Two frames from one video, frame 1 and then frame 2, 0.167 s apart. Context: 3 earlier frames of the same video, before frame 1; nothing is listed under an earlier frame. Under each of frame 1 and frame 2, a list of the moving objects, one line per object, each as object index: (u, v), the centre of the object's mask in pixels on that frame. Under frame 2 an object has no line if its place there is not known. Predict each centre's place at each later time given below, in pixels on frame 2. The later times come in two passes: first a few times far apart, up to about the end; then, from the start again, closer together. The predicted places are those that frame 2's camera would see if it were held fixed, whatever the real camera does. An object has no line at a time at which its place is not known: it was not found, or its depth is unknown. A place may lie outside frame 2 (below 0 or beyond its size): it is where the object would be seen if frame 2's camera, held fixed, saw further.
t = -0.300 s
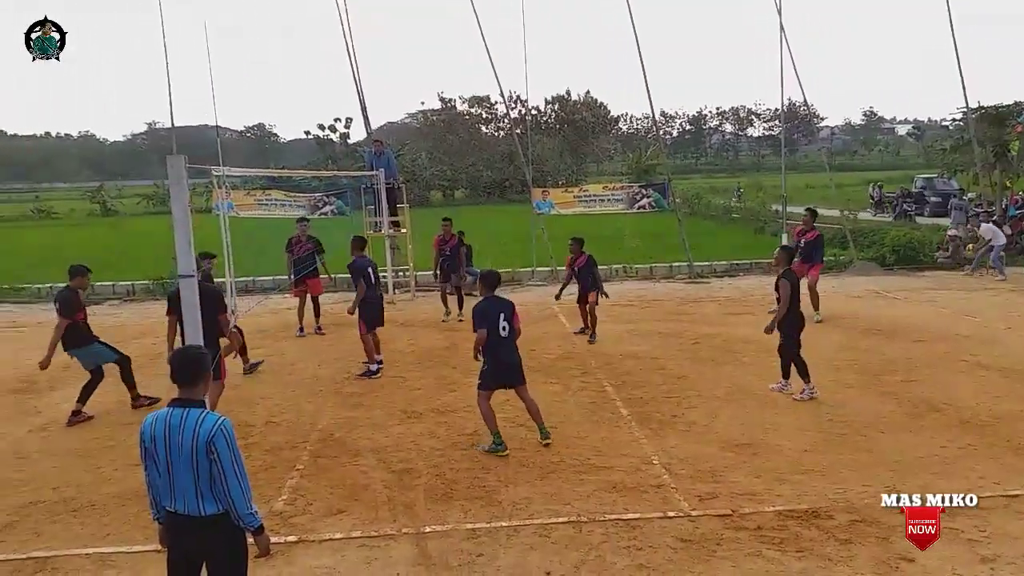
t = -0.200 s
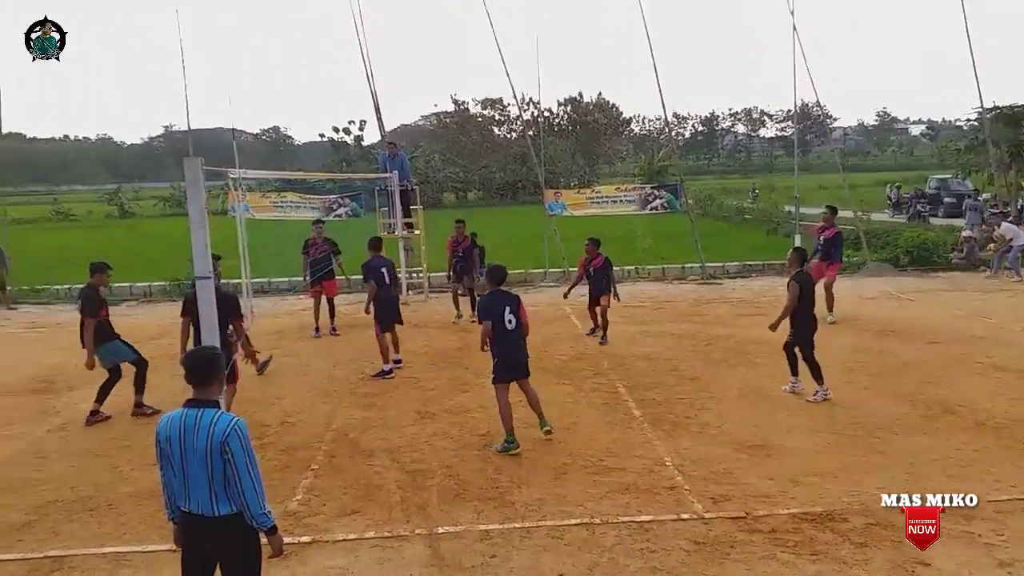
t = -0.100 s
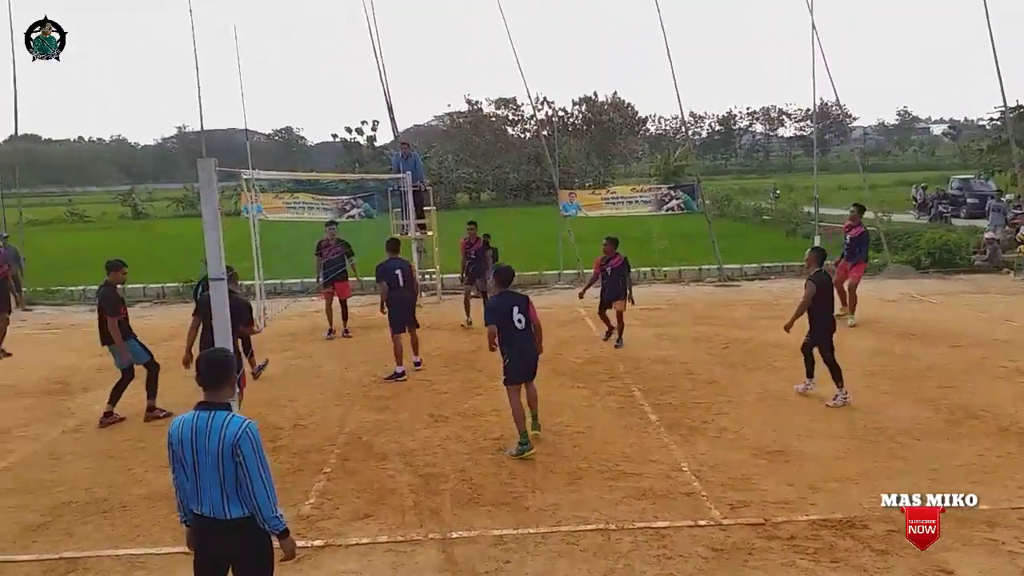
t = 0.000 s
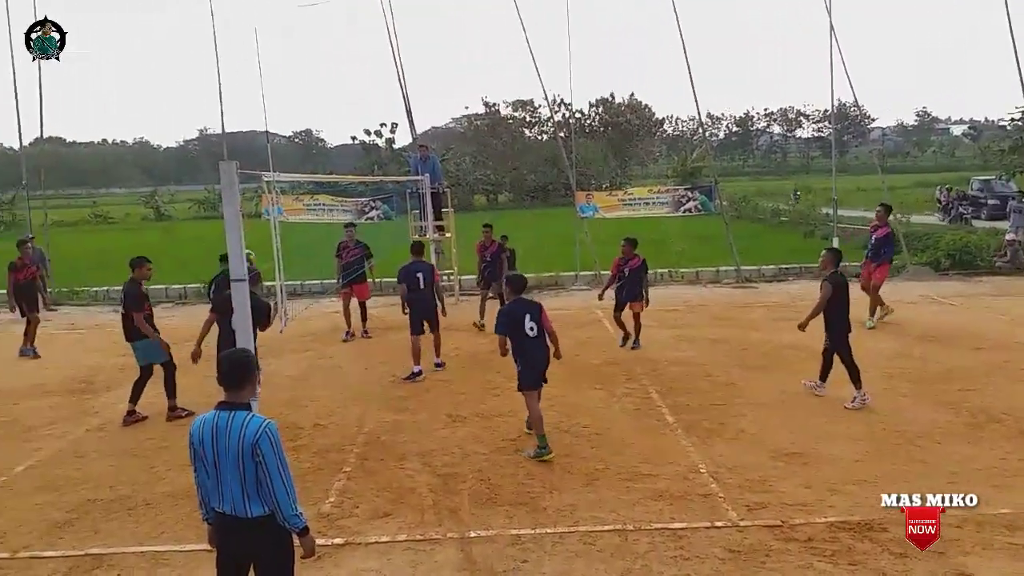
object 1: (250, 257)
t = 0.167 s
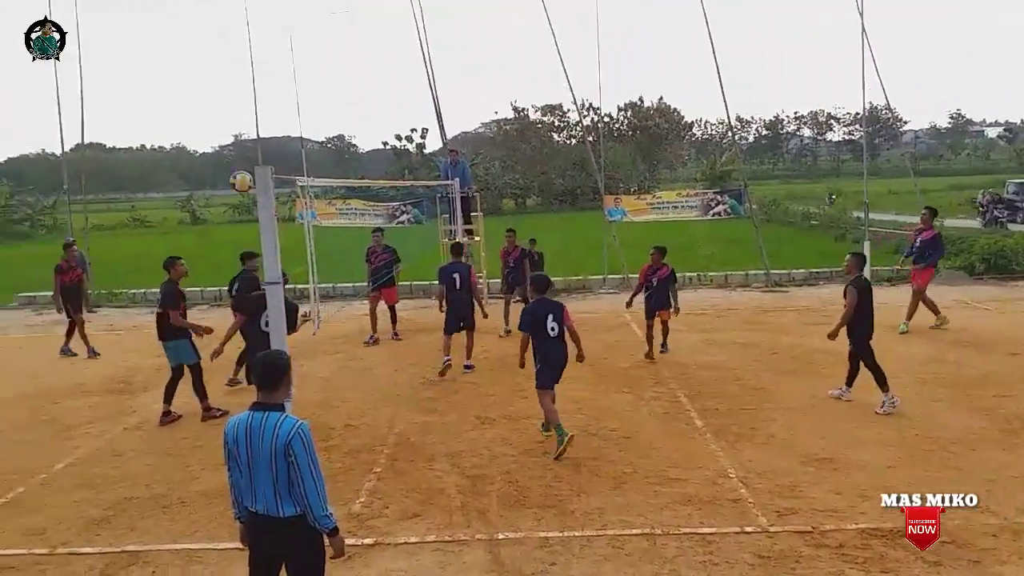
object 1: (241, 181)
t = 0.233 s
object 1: (227, 156)
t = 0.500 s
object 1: (173, 96)
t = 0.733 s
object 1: (131, 103)
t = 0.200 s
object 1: (234, 168)
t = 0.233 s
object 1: (227, 156)
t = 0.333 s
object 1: (206, 126)
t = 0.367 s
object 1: (199, 118)
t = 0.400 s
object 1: (192, 111)
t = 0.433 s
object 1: (186, 105)
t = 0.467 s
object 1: (180, 100)
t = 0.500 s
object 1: (173, 96)
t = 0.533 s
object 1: (167, 94)
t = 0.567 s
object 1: (161, 92)
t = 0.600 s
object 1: (155, 92)
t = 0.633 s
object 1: (149, 93)
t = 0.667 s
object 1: (143, 95)
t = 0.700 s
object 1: (137, 98)
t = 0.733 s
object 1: (131, 103)
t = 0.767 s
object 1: (125, 108)
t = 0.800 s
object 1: (120, 114)
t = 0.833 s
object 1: (115, 122)
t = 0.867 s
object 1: (110, 130)
